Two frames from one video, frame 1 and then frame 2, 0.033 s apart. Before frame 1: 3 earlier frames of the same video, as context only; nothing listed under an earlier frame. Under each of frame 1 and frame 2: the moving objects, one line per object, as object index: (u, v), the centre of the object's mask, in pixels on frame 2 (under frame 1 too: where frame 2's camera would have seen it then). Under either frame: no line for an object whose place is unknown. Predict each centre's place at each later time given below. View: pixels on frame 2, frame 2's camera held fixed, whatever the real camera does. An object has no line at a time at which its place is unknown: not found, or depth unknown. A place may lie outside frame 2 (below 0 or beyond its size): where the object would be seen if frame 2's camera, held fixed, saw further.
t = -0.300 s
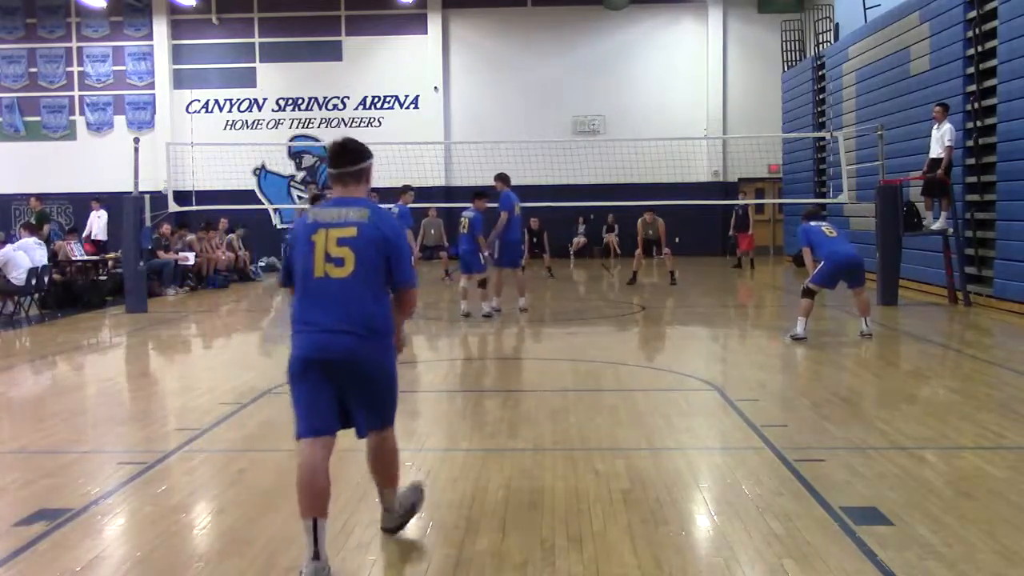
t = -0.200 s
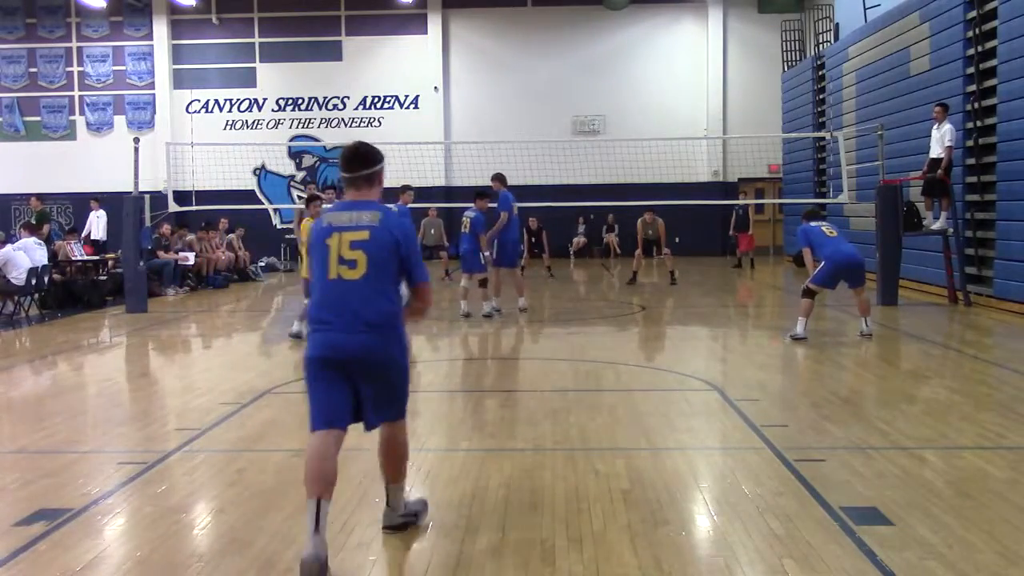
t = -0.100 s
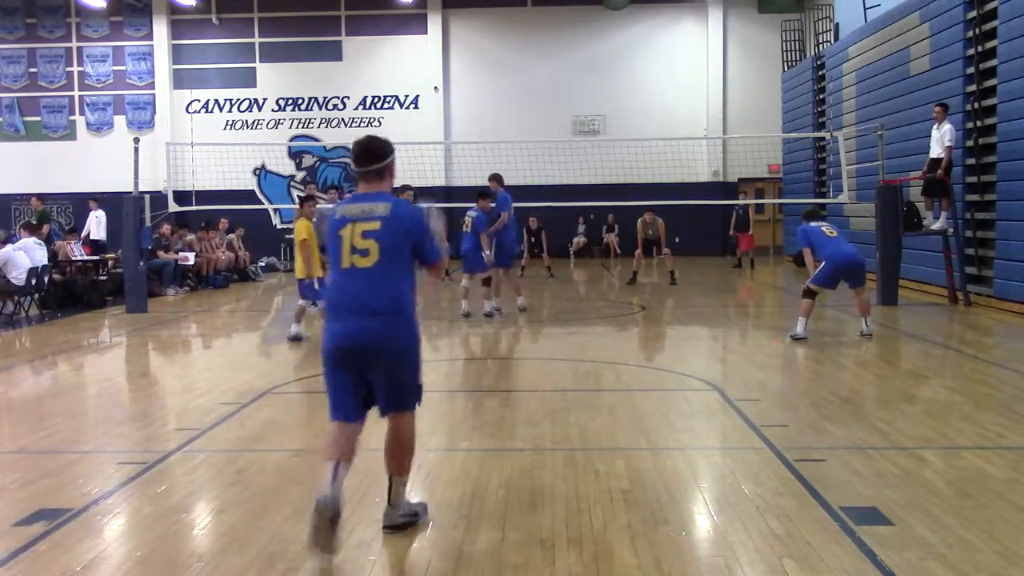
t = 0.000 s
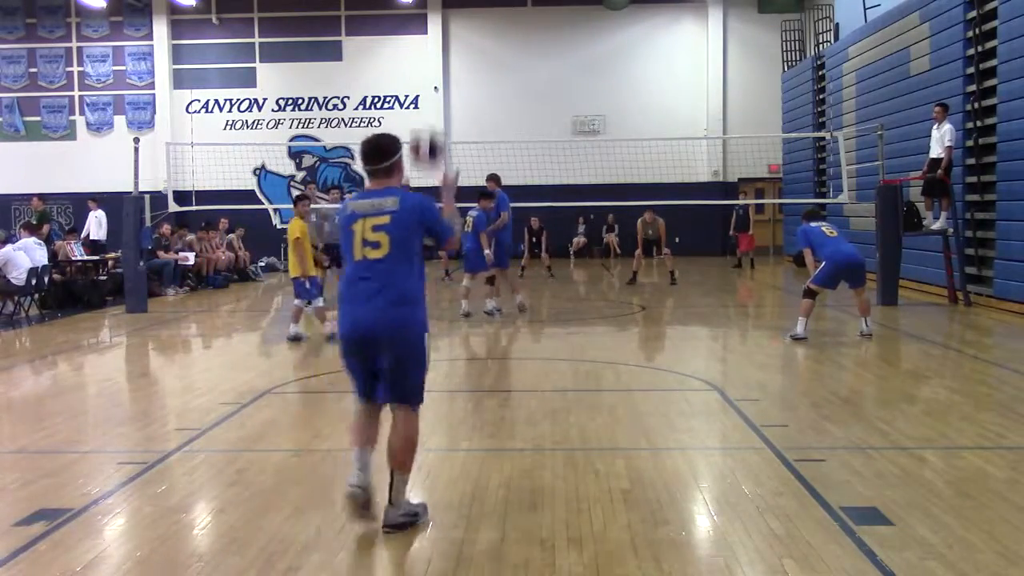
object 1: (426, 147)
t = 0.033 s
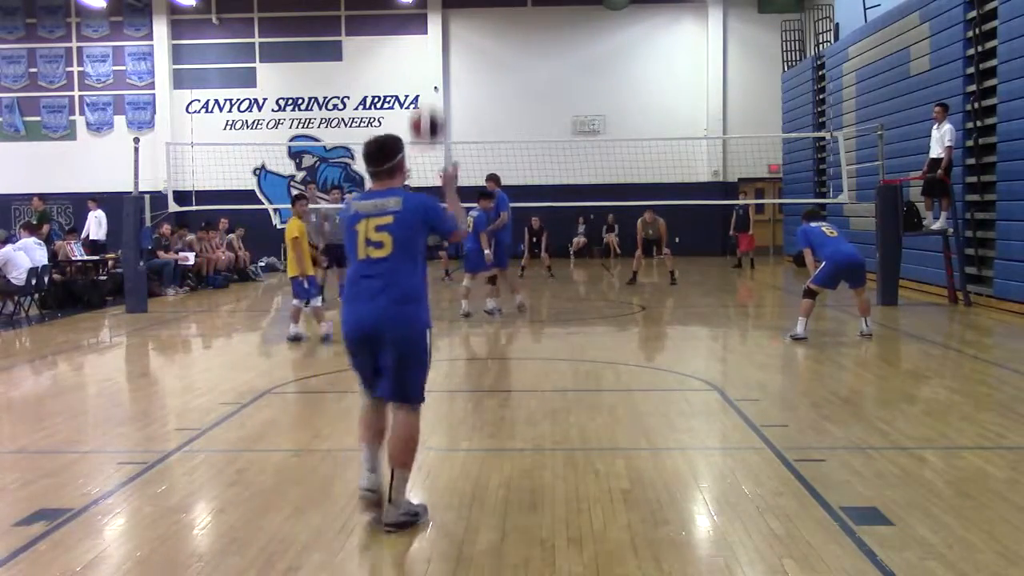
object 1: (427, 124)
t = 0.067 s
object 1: (427, 105)
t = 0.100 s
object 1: (426, 87)
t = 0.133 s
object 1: (427, 71)
